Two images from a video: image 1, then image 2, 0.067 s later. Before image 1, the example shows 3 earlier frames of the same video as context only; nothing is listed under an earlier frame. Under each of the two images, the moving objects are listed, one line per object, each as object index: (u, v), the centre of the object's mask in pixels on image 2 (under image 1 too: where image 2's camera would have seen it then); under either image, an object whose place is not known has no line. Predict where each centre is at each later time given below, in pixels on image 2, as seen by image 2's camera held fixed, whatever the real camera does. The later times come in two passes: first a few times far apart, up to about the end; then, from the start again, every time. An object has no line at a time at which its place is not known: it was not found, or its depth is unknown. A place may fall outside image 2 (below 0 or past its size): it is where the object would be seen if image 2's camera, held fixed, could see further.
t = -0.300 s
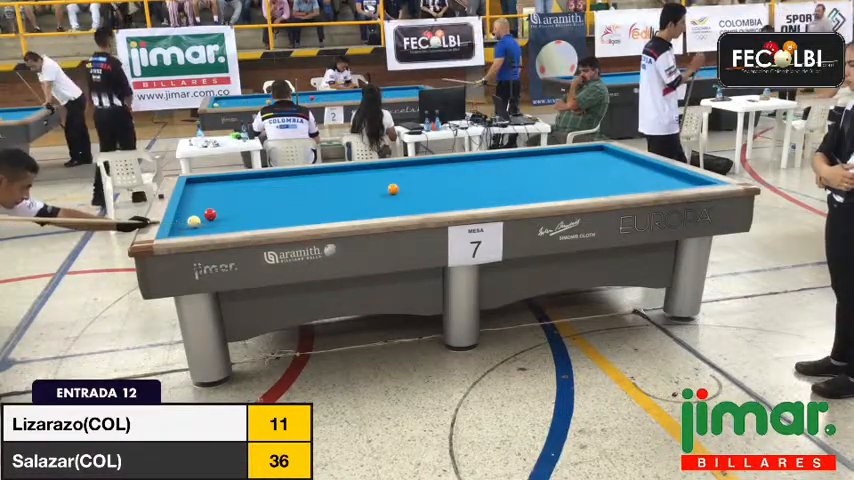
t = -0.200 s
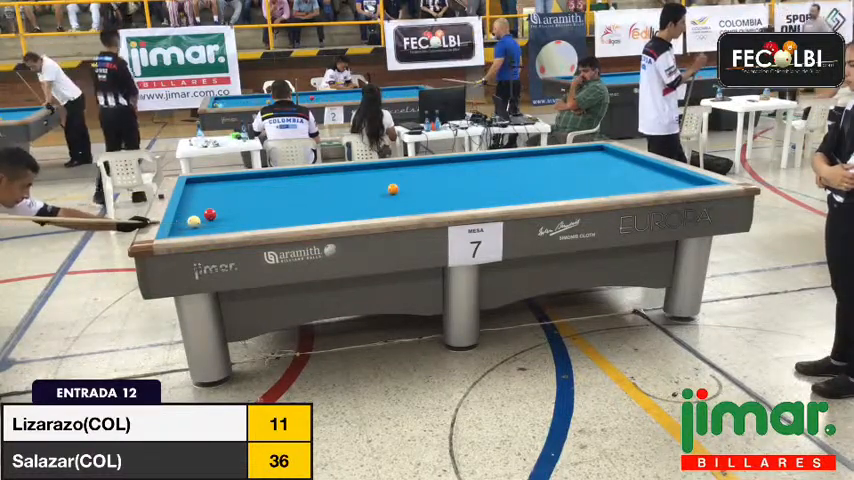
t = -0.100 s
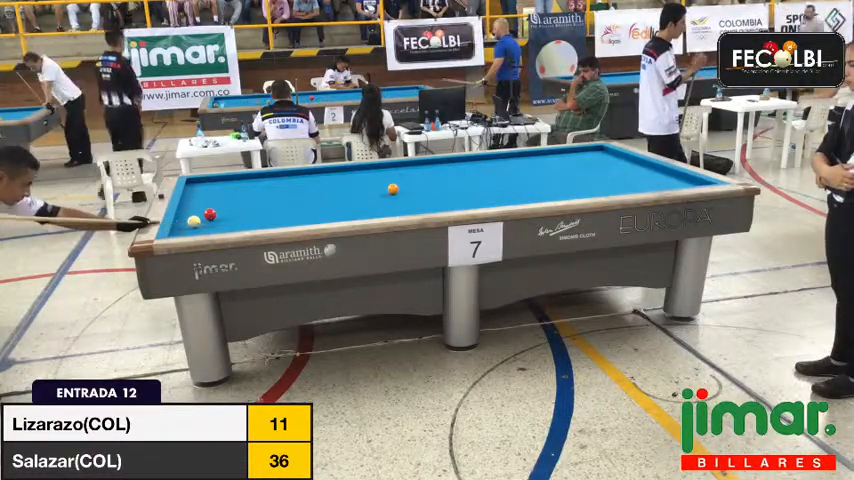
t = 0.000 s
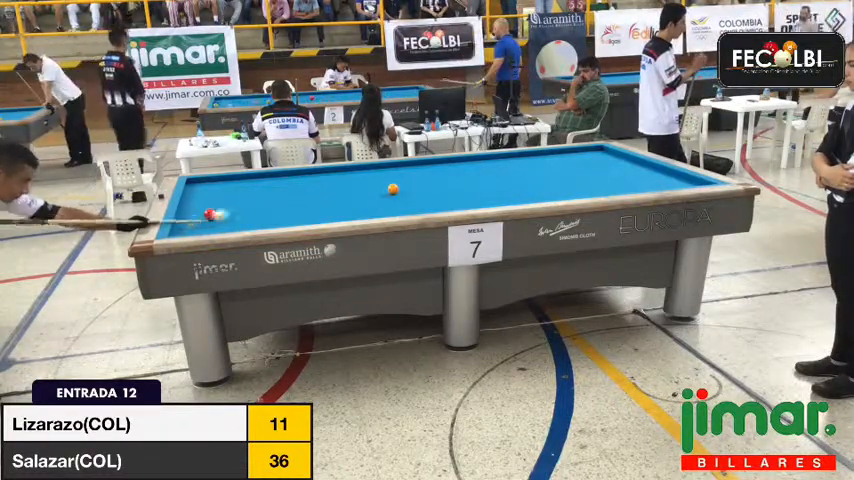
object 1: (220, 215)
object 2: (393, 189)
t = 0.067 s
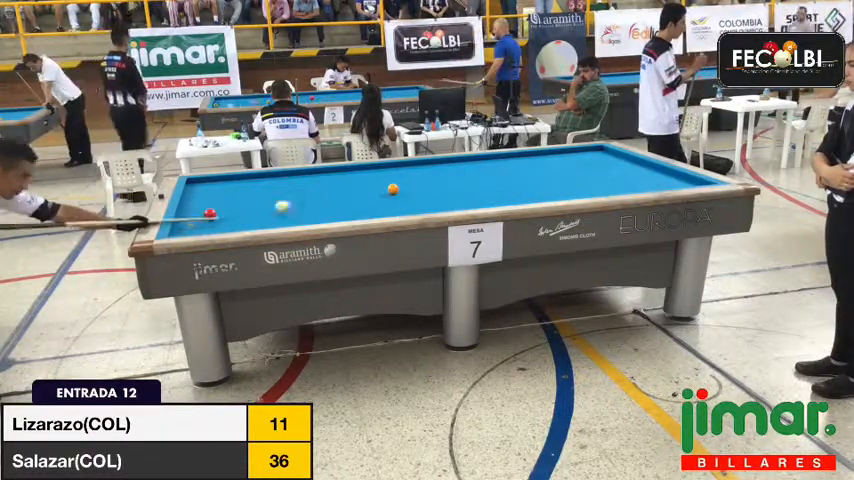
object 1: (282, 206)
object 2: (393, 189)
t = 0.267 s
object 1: (402, 192)
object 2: (428, 179)
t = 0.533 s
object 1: (455, 197)
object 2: (530, 153)
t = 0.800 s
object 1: (501, 200)
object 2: (628, 158)
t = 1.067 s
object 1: (544, 196)
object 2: (597, 176)
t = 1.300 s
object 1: (578, 192)
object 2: (572, 189)
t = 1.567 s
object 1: (598, 184)
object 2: (542, 188)
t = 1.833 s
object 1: (615, 172)
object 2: (511, 190)
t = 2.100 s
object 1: (629, 162)
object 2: (481, 192)
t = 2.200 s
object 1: (634, 158)
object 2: (470, 193)
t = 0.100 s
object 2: (393, 189)
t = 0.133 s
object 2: (393, 189)
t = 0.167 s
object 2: (393, 189)
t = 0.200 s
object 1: (388, 190)
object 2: (397, 187)
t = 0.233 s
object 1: (395, 192)
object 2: (413, 183)
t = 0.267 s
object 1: (402, 192)
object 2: (428, 179)
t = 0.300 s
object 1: (409, 193)
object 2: (443, 175)
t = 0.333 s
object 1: (416, 194)
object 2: (458, 171)
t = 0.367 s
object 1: (423, 194)
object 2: (472, 167)
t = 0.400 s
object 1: (430, 196)
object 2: (484, 165)
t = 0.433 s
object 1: (436, 197)
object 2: (495, 162)
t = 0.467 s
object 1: (442, 197)
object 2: (507, 158)
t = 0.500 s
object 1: (449, 197)
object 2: (518, 154)
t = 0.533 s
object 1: (455, 197)
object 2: (530, 153)
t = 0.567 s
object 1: (461, 198)
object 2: (544, 152)
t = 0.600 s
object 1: (466, 198)
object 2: (556, 154)
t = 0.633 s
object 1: (472, 199)
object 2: (570, 153)
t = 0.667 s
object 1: (478, 199)
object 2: (583, 154)
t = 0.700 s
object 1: (484, 199)
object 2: (597, 156)
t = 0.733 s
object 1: (489, 199)
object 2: (611, 156)
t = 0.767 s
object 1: (495, 199)
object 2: (624, 156)
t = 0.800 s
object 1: (501, 200)
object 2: (628, 158)
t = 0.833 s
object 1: (506, 200)
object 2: (627, 158)
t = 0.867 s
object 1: (511, 199)
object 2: (619, 163)
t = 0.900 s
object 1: (518, 200)
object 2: (616, 165)
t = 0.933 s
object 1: (524, 199)
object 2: (612, 167)
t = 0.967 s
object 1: (530, 199)
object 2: (609, 169)
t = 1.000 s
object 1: (534, 198)
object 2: (604, 171)
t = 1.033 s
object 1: (538, 197)
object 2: (601, 173)
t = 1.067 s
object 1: (544, 196)
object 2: (597, 176)
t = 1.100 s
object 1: (549, 196)
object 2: (594, 178)
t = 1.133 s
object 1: (554, 195)
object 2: (590, 180)
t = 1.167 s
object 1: (557, 195)
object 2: (589, 182)
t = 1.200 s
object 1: (564, 194)
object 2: (584, 185)
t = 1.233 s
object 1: (568, 193)
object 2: (582, 185)
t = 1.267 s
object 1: (572, 192)
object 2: (580, 186)
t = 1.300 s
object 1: (578, 192)
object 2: (572, 189)
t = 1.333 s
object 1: (583, 193)
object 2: (571, 189)
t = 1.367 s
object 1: (586, 194)
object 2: (566, 188)
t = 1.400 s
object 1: (586, 192)
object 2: (562, 188)
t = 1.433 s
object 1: (590, 191)
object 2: (557, 188)
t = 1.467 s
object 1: (592, 188)
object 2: (555, 187)
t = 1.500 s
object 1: (594, 187)
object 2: (550, 187)
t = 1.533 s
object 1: (596, 186)
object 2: (549, 187)
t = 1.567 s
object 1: (598, 184)
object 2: (542, 188)
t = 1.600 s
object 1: (600, 182)
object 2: (539, 188)
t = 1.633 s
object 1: (602, 181)
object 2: (535, 188)
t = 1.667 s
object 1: (604, 179)
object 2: (531, 189)
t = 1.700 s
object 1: (605, 179)
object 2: (529, 189)
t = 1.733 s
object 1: (609, 177)
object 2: (523, 188)
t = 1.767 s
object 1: (610, 175)
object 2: (520, 189)
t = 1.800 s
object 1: (612, 174)
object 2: (516, 190)
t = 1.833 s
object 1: (615, 172)
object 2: (511, 190)
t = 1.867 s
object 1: (616, 171)
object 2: (511, 190)
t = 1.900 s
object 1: (618, 170)
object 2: (508, 190)
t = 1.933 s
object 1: (618, 169)
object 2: (501, 191)
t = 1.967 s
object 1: (622, 167)
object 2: (498, 191)
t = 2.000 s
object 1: (624, 166)
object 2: (493, 191)
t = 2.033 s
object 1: (625, 165)
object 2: (489, 192)
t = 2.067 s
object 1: (627, 164)
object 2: (487, 192)
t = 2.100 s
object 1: (629, 162)
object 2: (481, 192)
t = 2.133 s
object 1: (630, 161)
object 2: (480, 192)
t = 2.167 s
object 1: (633, 159)
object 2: (473, 192)
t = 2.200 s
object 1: (634, 158)
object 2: (470, 193)
